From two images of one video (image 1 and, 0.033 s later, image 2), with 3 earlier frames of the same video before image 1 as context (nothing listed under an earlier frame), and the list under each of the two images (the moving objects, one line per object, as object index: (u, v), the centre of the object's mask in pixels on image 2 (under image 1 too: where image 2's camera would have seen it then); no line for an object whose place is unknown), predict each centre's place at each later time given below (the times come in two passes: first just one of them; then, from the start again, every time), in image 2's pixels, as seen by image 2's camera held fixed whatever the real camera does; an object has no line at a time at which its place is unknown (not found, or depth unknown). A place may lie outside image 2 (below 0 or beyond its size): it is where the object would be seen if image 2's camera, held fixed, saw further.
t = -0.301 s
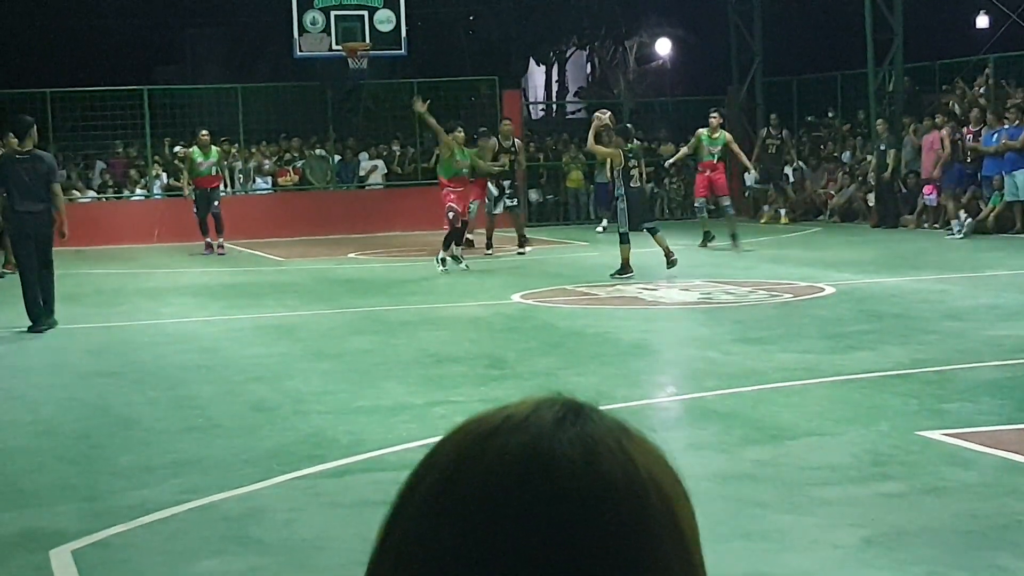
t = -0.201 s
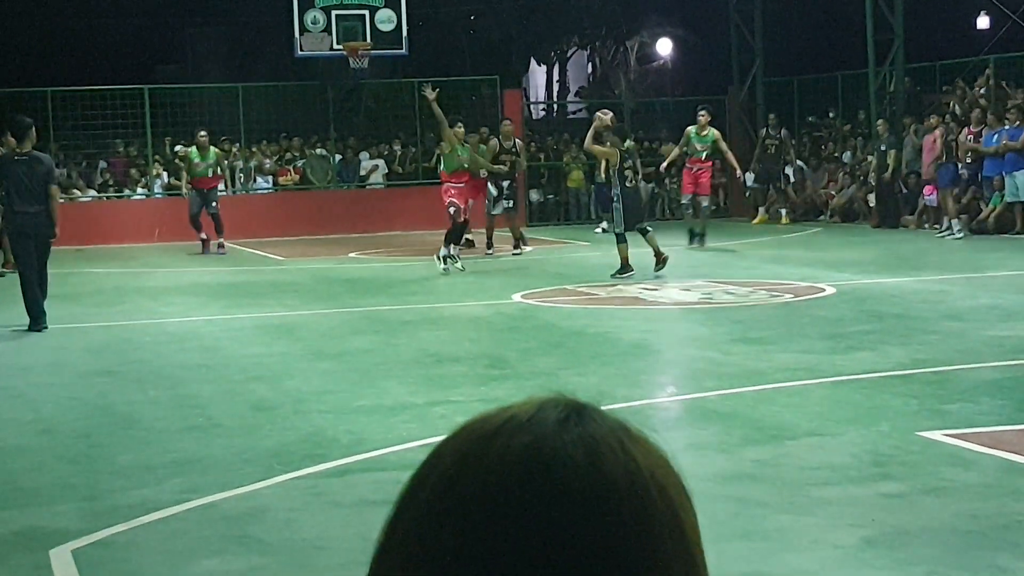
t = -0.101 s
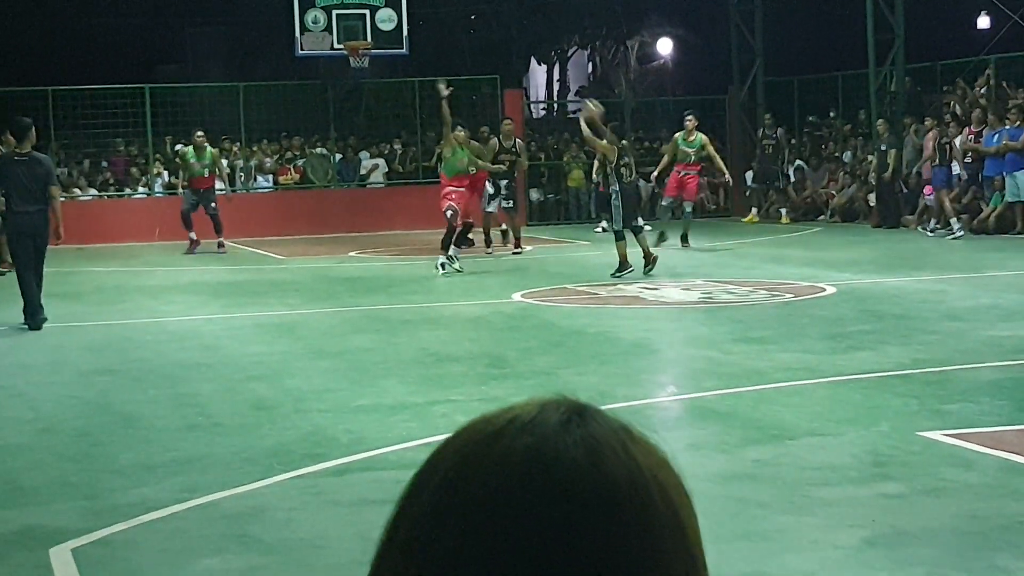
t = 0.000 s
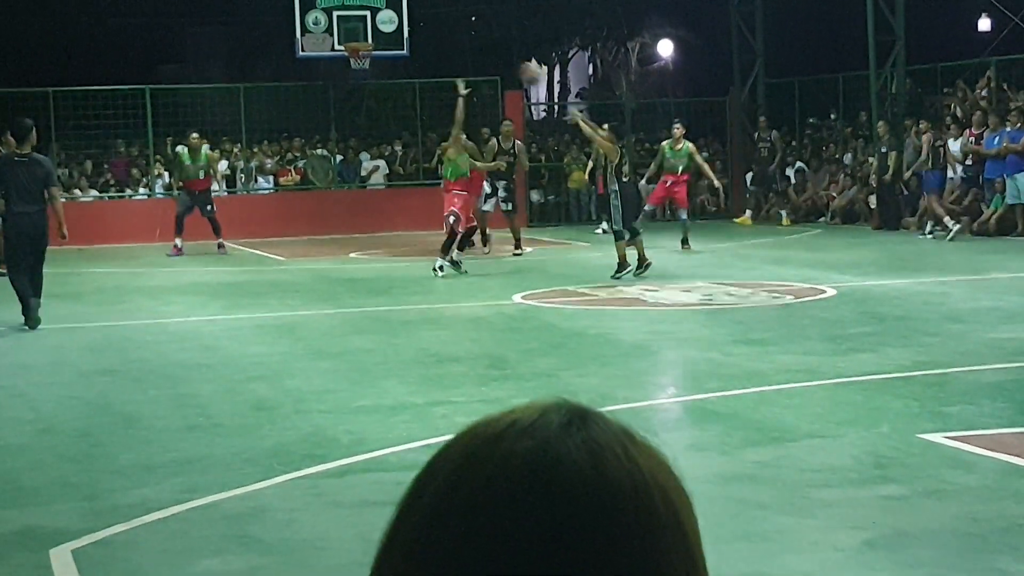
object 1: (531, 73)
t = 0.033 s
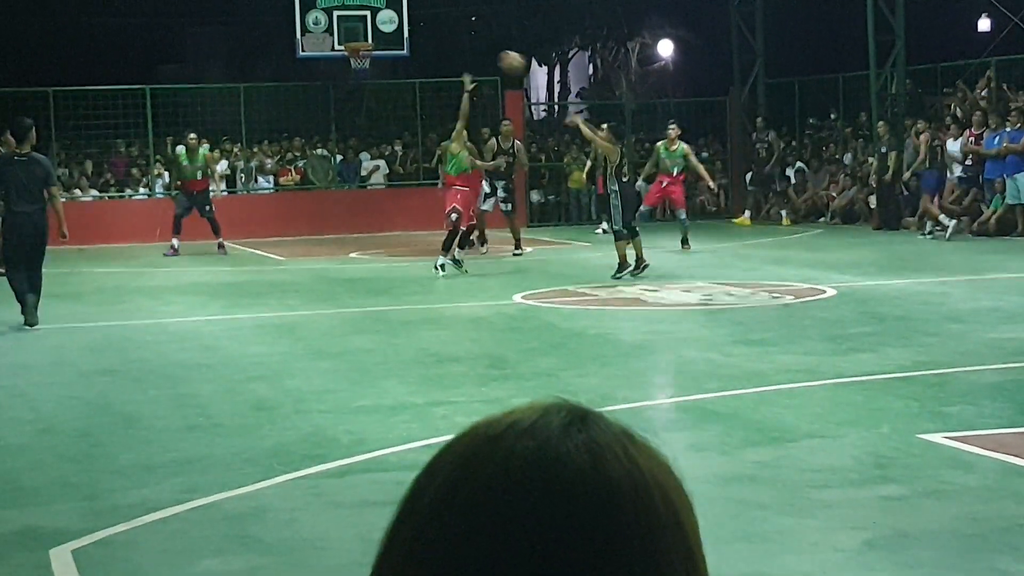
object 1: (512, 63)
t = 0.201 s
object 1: (410, 21)
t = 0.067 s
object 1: (490, 52)
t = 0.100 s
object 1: (470, 42)
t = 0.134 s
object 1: (449, 34)
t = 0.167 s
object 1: (429, 27)
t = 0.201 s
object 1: (410, 21)
